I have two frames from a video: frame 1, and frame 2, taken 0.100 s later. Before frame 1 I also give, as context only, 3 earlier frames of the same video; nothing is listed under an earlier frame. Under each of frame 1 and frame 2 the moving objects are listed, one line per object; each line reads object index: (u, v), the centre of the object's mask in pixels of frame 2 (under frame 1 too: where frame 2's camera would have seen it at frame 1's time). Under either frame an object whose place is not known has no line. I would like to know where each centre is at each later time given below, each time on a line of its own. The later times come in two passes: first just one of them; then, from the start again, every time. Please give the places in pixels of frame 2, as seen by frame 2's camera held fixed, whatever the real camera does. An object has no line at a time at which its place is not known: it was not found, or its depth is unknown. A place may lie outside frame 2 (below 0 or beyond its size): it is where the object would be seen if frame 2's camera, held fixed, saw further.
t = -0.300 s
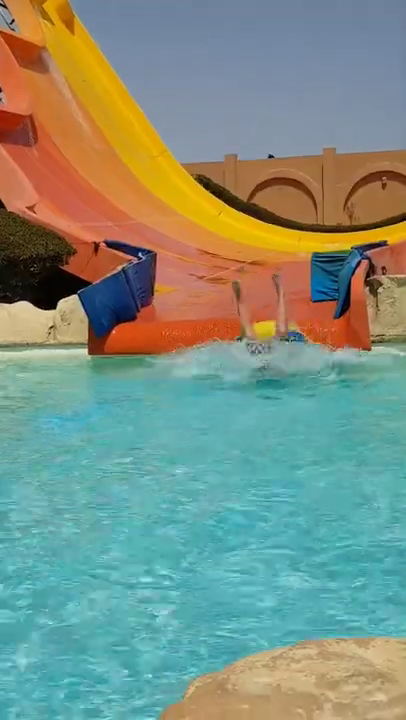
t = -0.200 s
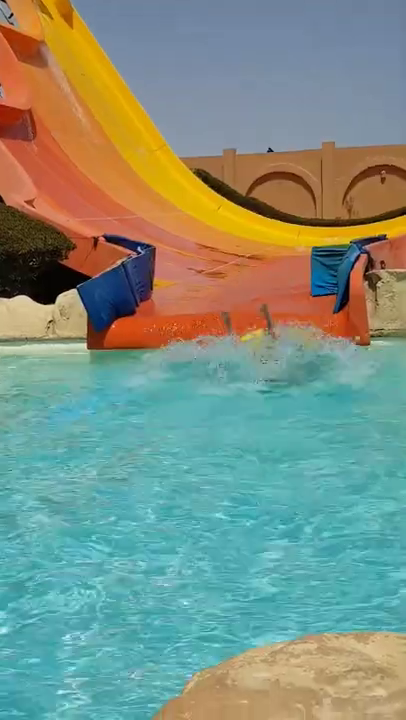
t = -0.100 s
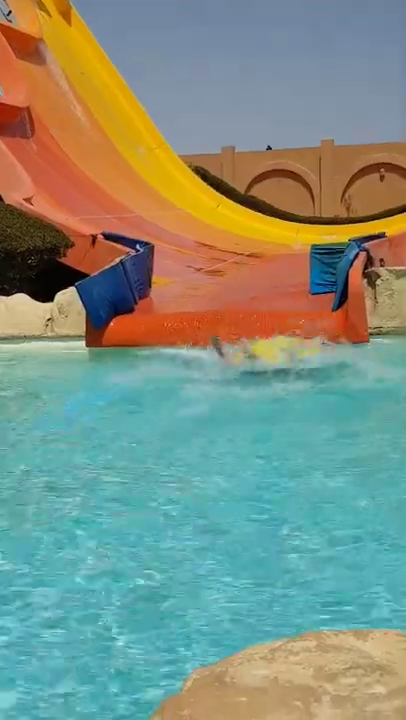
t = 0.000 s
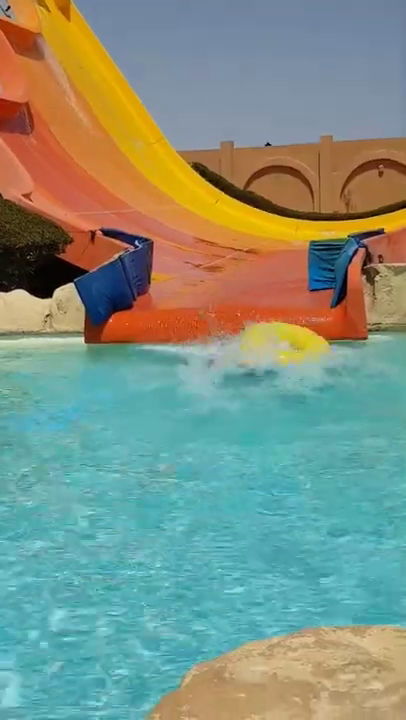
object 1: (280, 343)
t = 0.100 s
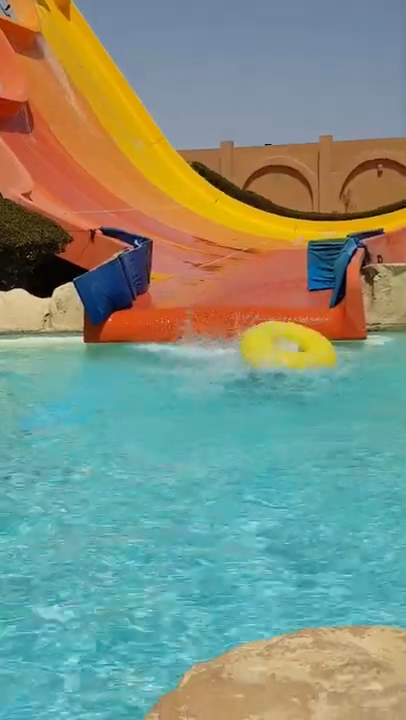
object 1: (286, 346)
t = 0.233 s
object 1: (292, 349)
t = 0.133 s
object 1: (289, 349)
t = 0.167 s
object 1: (289, 350)
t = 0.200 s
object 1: (291, 350)
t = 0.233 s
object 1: (292, 349)
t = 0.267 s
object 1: (294, 348)
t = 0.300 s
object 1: (296, 345)
